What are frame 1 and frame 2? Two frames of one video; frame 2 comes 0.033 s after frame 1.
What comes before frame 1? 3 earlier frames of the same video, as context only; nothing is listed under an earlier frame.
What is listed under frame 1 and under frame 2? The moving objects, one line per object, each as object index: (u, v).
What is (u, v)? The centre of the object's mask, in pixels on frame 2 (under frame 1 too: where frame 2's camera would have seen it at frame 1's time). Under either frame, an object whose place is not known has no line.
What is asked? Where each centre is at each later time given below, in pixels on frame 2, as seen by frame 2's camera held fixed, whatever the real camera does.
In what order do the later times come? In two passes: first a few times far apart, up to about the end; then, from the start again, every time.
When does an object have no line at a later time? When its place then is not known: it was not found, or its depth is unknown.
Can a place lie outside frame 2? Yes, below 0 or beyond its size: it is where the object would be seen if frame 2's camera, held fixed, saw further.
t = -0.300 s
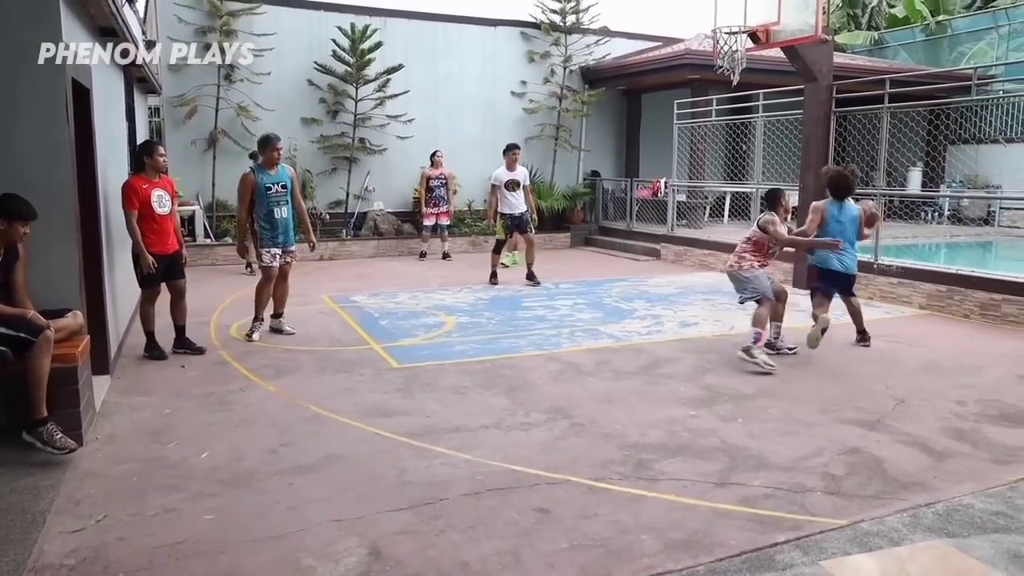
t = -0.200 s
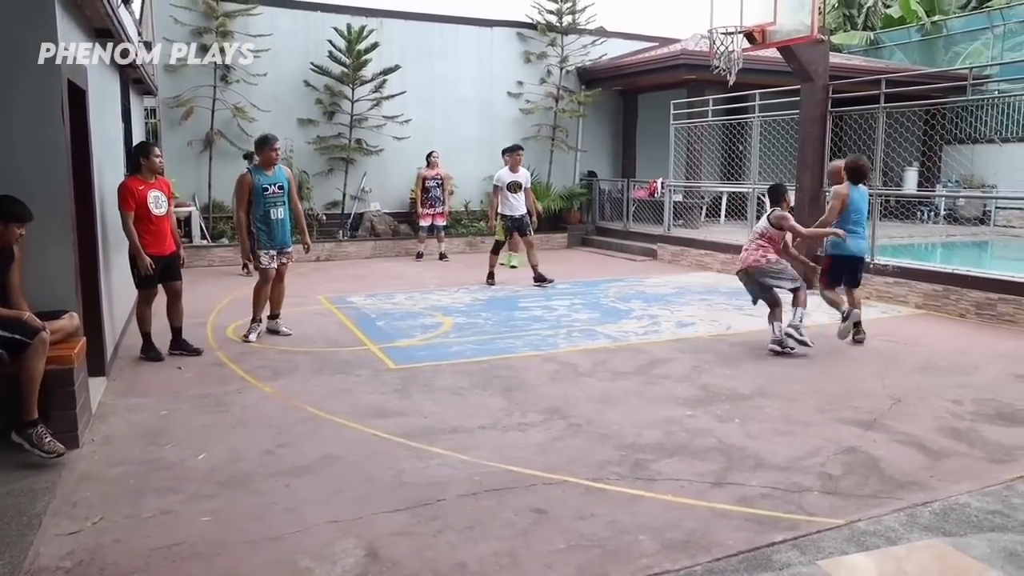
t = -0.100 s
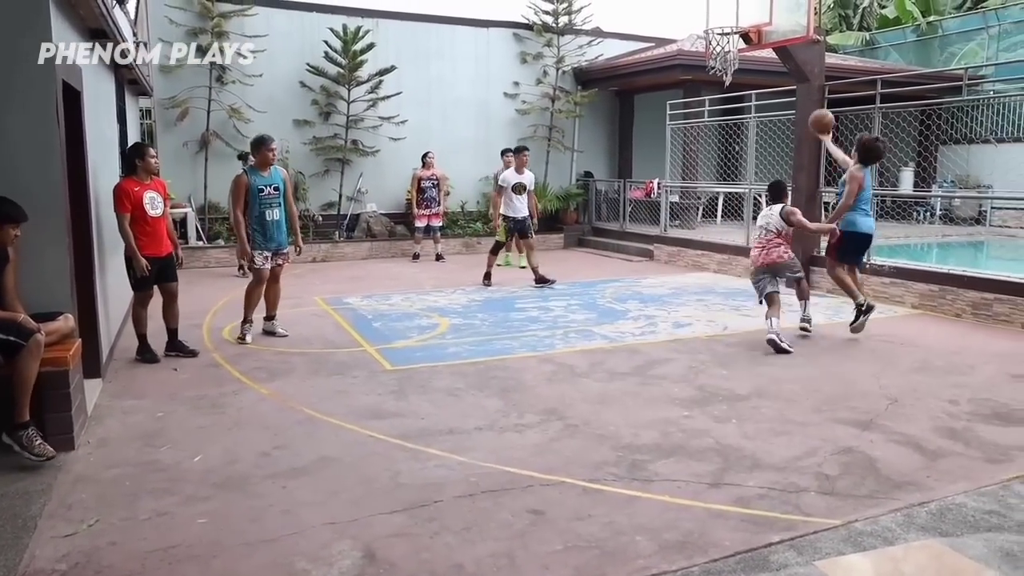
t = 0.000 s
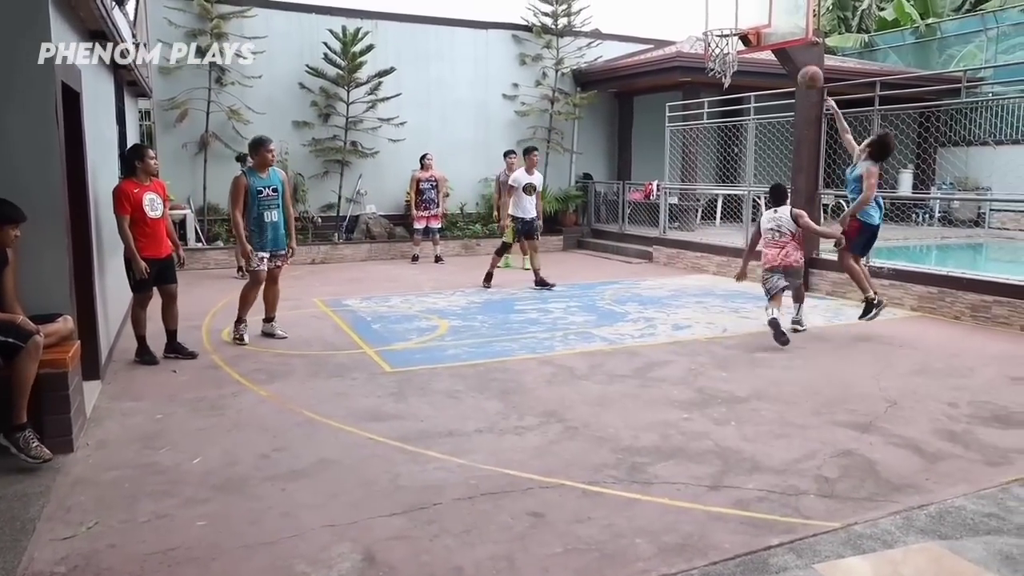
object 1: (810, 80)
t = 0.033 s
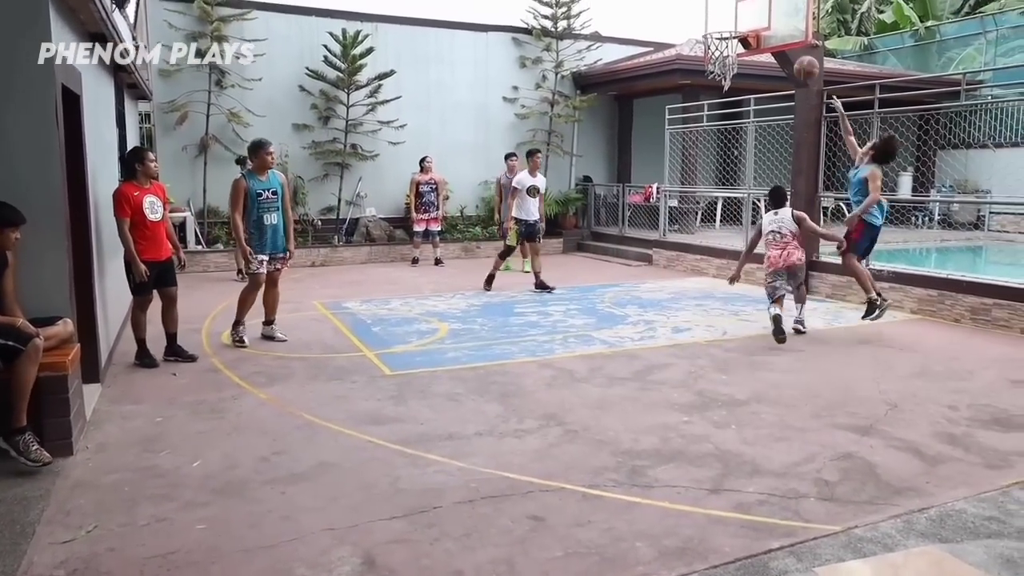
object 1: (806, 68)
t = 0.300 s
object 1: (778, 11)
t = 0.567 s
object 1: (750, 23)
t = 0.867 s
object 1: (743, 21)
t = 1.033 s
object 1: (733, 23)
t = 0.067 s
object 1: (803, 57)
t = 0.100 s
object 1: (800, 48)
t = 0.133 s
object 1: (796, 38)
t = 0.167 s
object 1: (792, 30)
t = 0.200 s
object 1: (788, 24)
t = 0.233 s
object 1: (784, 18)
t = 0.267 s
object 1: (781, 14)
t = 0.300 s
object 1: (778, 11)
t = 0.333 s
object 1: (774, 9)
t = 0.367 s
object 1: (770, 8)
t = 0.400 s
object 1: (767, 8)
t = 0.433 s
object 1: (764, 9)
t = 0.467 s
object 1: (760, 11)
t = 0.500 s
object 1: (756, 14)
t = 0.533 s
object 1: (753, 18)
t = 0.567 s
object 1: (750, 23)
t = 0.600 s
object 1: (751, 21)
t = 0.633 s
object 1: (753, 18)
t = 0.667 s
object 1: (754, 16)
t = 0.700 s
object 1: (754, 15)
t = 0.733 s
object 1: (752, 14)
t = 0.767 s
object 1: (750, 14)
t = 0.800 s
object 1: (748, 16)
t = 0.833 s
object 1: (745, 18)
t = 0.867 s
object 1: (743, 21)
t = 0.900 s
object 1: (741, 21)
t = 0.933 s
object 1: (739, 20)
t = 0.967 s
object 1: (737, 21)
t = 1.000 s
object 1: (735, 22)
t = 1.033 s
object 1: (733, 23)
